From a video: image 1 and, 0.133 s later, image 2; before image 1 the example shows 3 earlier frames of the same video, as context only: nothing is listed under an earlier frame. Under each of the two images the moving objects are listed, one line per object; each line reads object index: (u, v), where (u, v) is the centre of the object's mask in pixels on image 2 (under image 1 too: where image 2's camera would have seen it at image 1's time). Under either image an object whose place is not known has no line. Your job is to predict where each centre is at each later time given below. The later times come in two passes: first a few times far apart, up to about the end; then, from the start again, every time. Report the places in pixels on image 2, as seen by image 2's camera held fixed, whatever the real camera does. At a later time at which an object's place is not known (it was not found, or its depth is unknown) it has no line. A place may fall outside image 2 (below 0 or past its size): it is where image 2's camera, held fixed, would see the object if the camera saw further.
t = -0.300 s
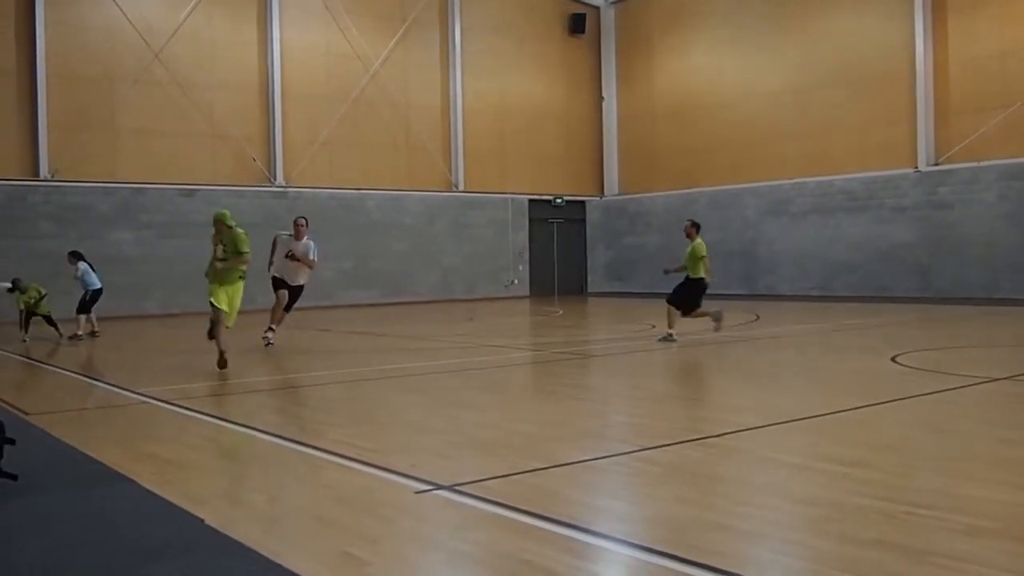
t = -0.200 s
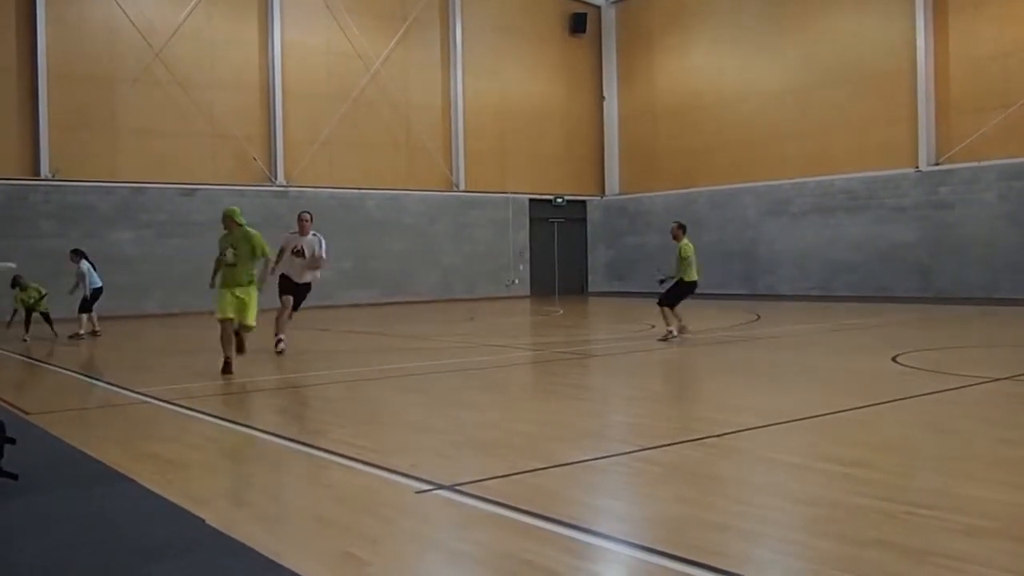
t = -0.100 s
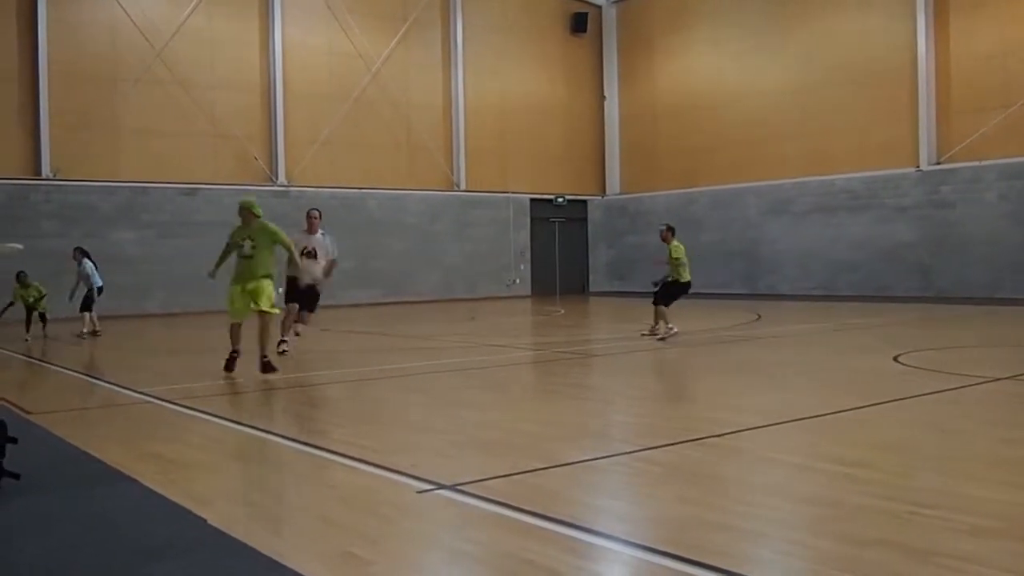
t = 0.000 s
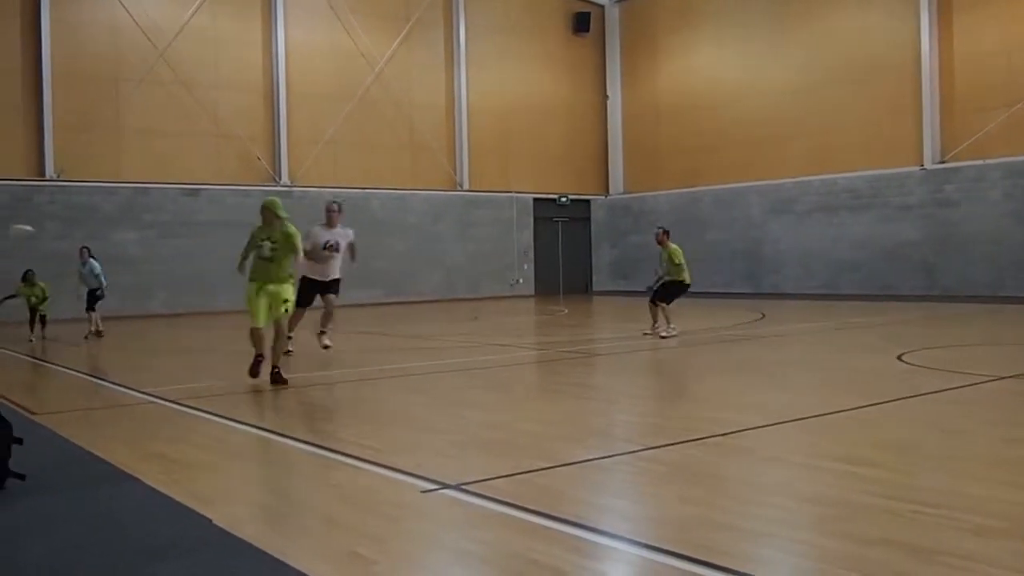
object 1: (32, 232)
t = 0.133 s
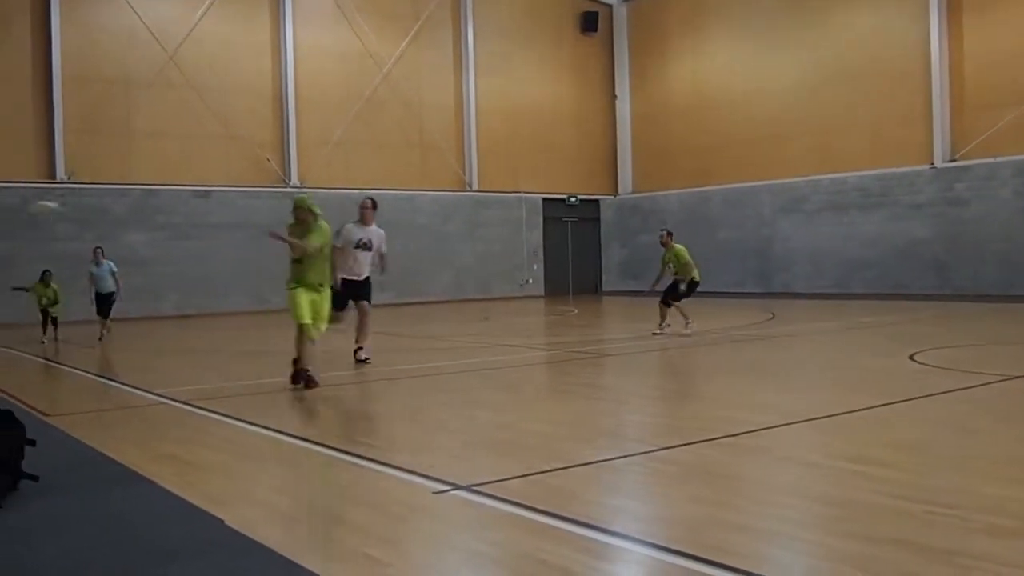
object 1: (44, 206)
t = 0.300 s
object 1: (63, 173)
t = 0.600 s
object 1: (135, 100)
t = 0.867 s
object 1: (263, 16)
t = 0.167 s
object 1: (46, 199)
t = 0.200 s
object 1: (48, 194)
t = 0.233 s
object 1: (54, 187)
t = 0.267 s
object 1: (59, 181)
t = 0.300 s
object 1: (63, 173)
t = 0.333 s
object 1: (68, 167)
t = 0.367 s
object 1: (74, 159)
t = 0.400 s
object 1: (81, 150)
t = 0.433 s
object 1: (89, 142)
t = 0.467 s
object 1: (98, 134)
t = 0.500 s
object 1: (106, 126)
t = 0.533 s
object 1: (116, 118)
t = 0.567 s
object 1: (124, 109)
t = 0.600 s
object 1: (135, 100)
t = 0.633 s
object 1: (149, 91)
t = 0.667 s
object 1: (159, 82)
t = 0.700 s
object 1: (173, 72)
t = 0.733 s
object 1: (188, 61)
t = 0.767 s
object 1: (205, 51)
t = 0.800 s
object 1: (222, 41)
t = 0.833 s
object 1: (243, 28)
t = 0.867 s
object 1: (263, 16)
